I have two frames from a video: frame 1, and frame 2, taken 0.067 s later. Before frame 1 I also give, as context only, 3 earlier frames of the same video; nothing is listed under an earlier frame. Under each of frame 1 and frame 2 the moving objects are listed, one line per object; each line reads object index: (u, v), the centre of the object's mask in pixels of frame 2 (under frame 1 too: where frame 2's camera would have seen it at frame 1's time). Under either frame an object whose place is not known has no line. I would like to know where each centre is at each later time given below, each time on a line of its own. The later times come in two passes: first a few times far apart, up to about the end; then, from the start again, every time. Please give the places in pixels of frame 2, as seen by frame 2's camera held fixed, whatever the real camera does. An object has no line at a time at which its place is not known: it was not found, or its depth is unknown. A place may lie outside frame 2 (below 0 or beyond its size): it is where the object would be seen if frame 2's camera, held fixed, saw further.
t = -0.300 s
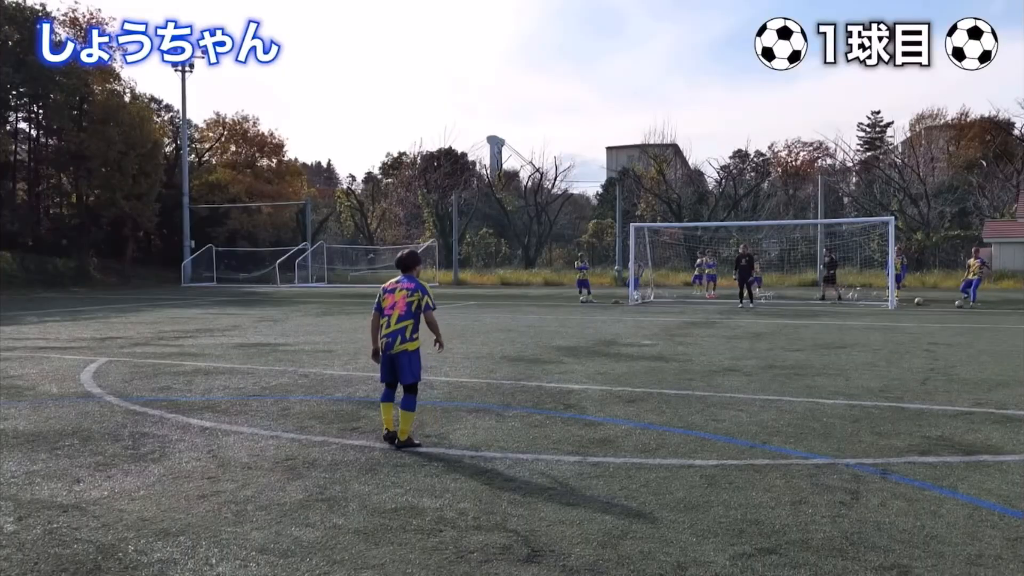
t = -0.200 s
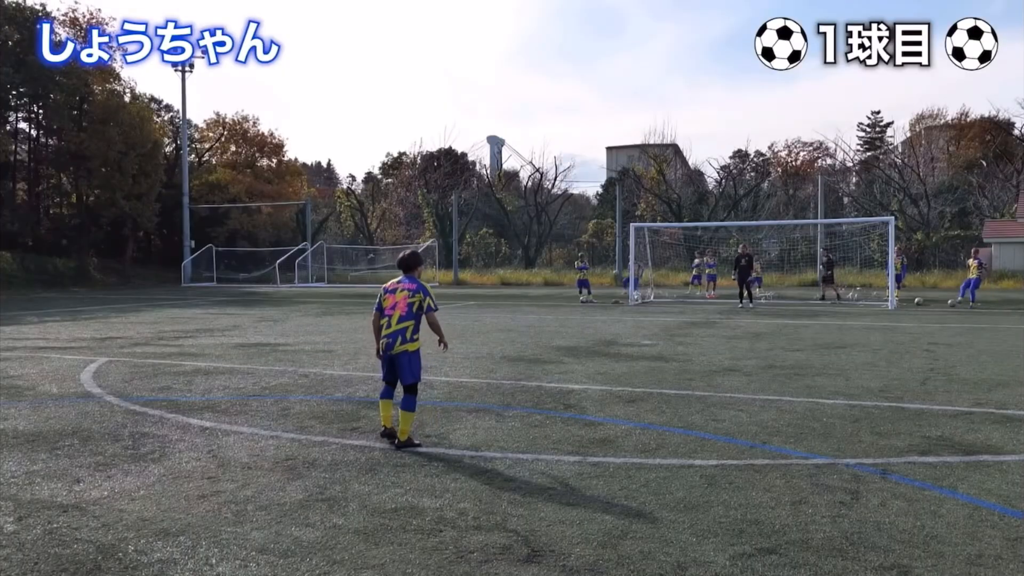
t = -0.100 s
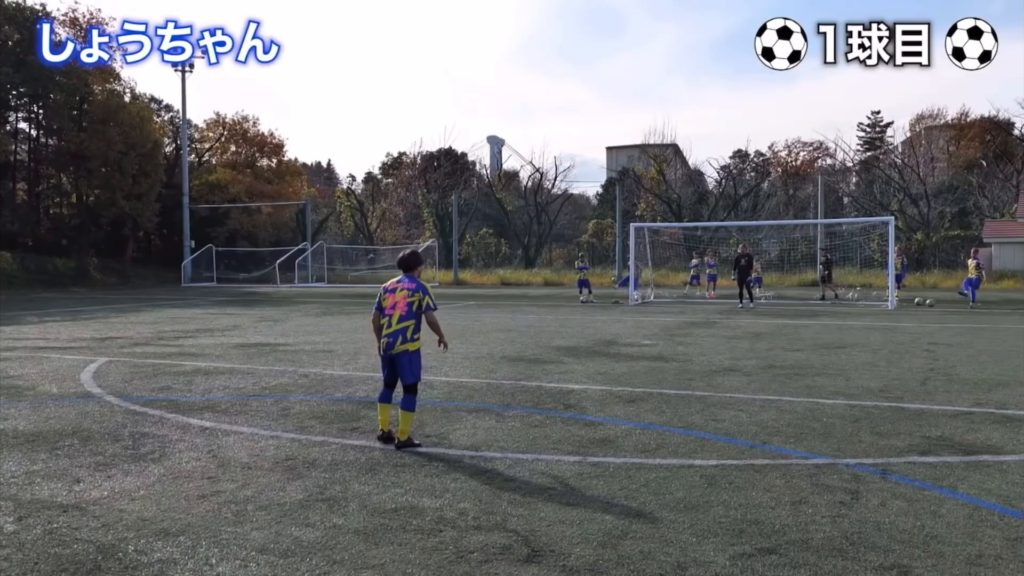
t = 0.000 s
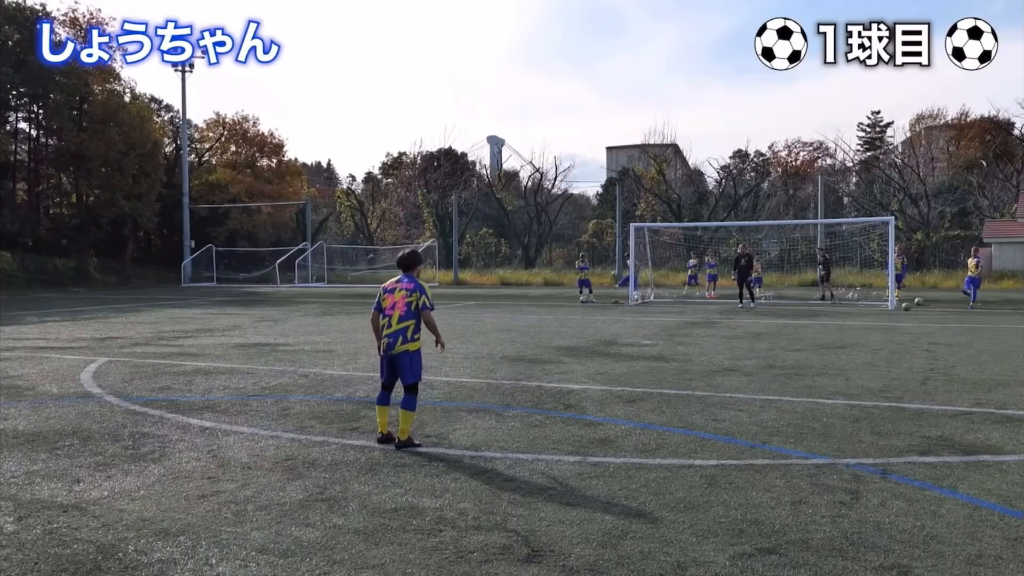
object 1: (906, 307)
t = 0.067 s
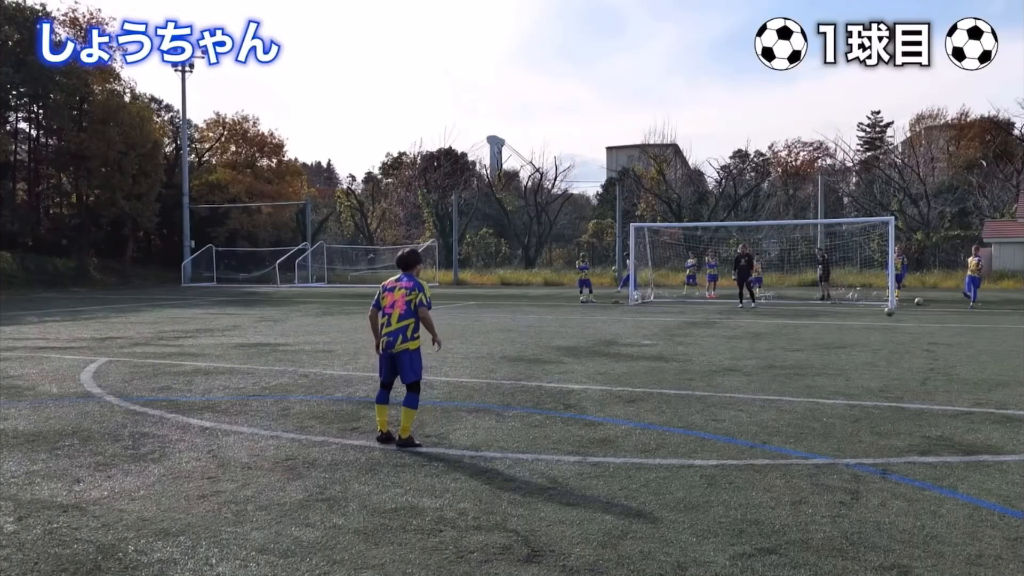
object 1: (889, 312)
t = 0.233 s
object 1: (846, 317)
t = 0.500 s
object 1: (769, 330)
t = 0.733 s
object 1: (700, 339)
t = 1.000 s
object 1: (615, 356)
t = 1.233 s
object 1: (529, 370)
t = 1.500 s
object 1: (405, 391)
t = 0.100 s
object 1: (880, 315)
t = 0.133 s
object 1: (870, 318)
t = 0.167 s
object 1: (863, 317)
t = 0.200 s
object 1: (854, 317)
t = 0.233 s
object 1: (846, 317)
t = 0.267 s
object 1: (836, 318)
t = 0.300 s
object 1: (827, 319)
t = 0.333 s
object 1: (817, 322)
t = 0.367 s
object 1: (808, 325)
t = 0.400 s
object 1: (797, 329)
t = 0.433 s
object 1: (788, 331)
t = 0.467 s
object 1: (779, 330)
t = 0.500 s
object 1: (769, 330)
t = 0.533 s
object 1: (760, 331)
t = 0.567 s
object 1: (749, 333)
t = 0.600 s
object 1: (739, 336)
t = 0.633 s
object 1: (728, 340)
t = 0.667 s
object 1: (718, 341)
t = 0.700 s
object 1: (709, 339)
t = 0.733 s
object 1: (700, 339)
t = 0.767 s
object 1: (690, 339)
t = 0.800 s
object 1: (680, 340)
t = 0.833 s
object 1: (670, 342)
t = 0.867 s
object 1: (659, 345)
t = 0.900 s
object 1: (649, 348)
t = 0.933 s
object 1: (638, 353)
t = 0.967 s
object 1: (626, 357)
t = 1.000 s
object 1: (615, 356)
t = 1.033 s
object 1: (605, 356)
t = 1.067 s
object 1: (593, 357)
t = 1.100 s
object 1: (581, 359)
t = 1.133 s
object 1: (569, 362)
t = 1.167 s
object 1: (556, 367)
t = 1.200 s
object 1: (543, 370)
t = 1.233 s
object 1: (529, 370)
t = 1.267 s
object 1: (516, 370)
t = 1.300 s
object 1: (501, 372)
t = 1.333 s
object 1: (487, 376)
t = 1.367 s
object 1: (472, 380)
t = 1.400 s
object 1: (456, 385)
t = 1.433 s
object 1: (440, 387)
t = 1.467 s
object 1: (423, 388)
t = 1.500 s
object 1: (405, 391)
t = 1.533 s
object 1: (388, 395)
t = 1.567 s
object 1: (369, 400)
